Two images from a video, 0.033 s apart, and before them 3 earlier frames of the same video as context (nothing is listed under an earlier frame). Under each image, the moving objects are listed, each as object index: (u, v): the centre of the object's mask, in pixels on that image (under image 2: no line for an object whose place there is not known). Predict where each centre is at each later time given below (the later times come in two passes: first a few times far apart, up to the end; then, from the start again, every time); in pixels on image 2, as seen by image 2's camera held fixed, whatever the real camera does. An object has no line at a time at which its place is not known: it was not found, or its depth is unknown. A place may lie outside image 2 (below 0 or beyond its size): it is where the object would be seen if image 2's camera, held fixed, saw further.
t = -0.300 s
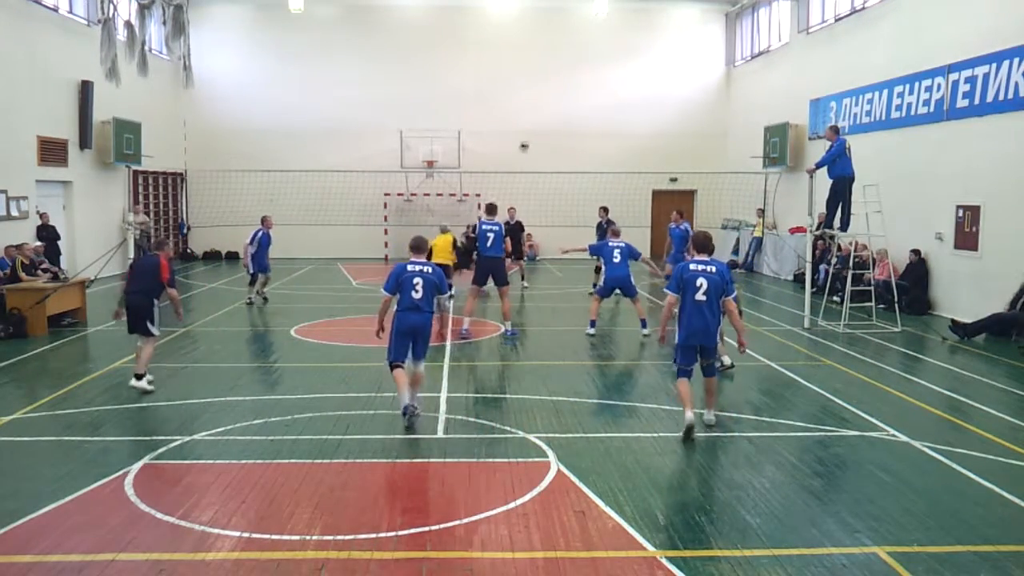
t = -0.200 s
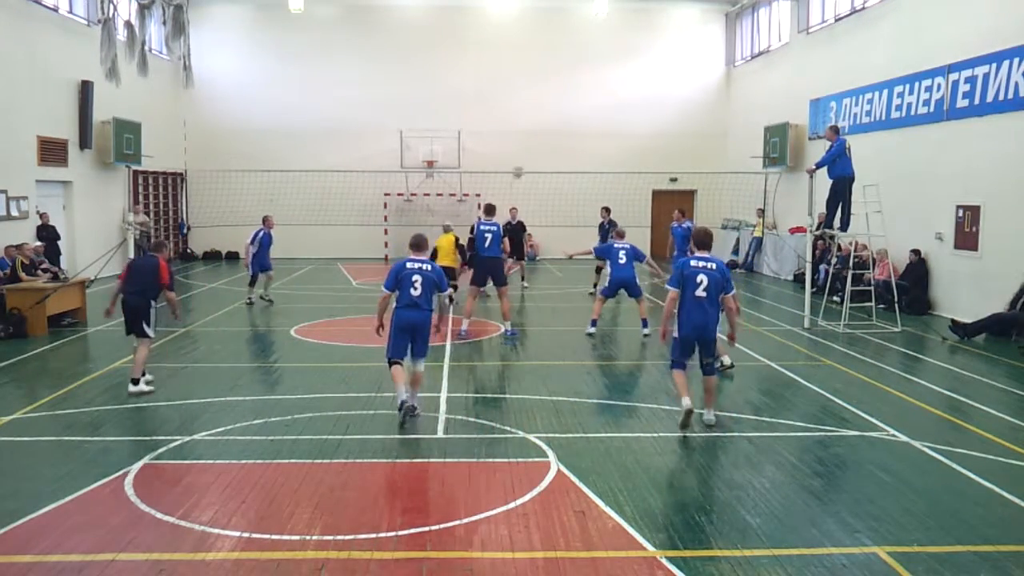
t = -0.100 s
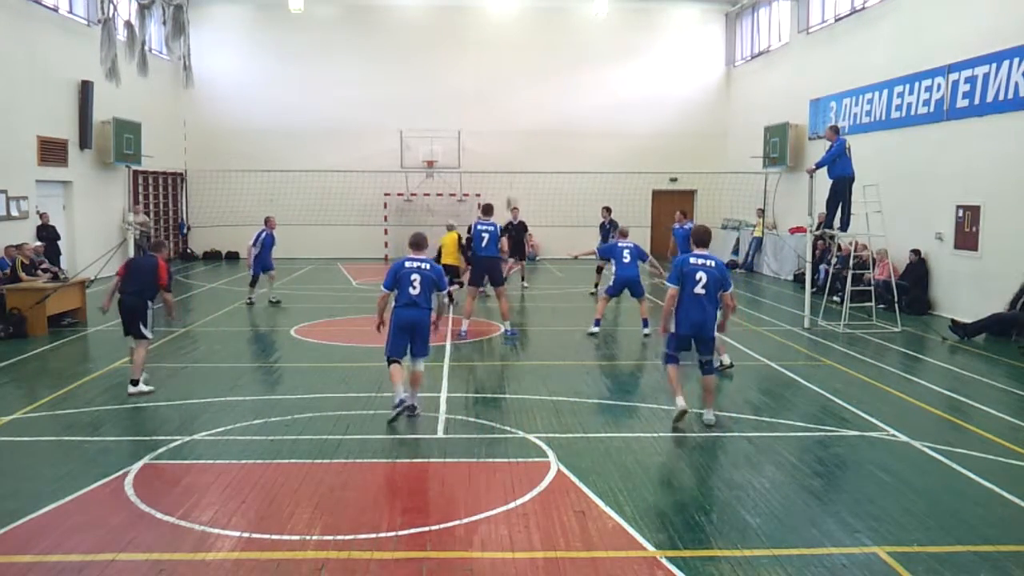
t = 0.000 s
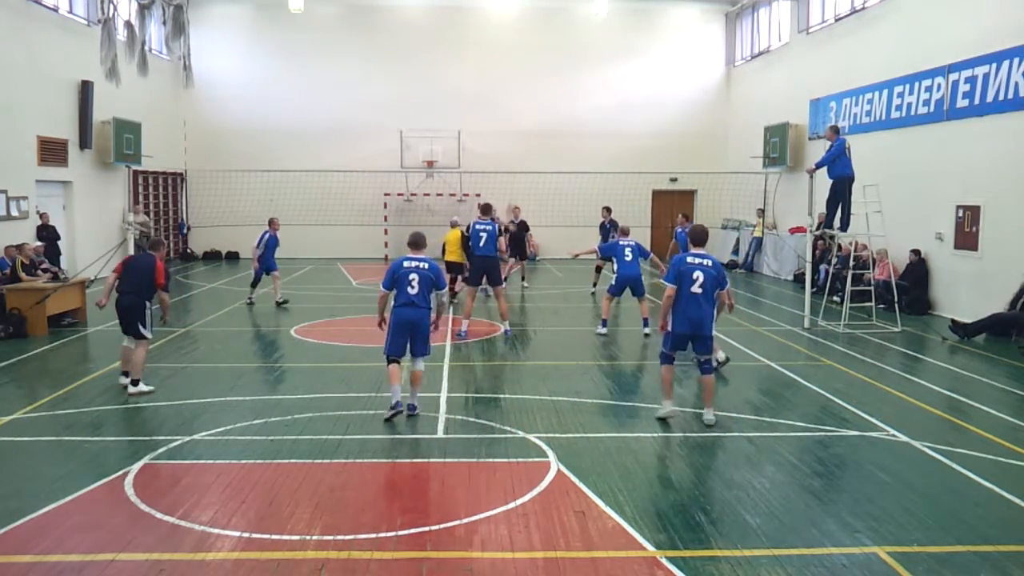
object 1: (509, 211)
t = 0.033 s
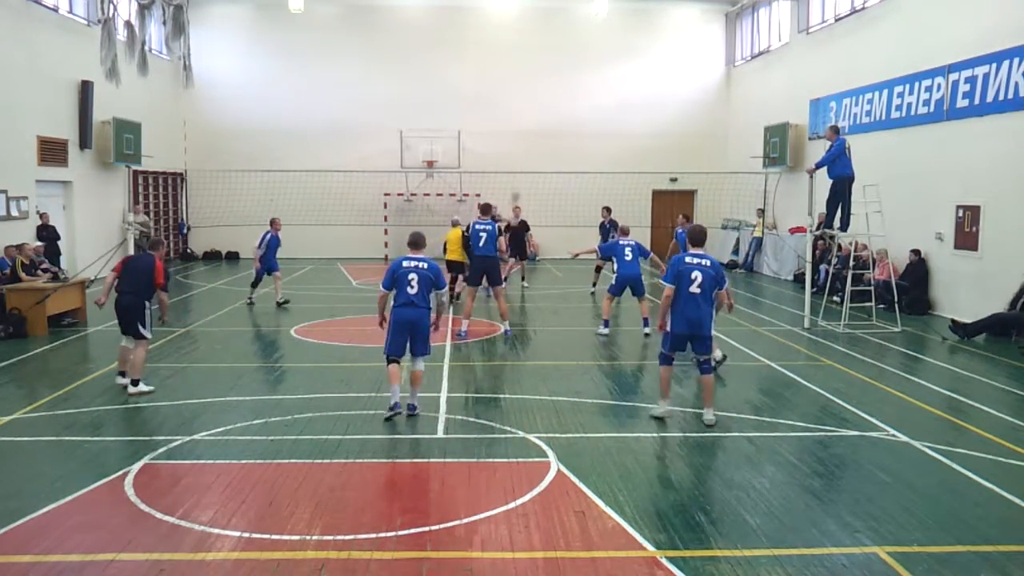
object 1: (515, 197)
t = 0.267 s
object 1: (544, 119)
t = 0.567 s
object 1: (581, 57)
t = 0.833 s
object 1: (613, 42)
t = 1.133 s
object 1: (649, 71)
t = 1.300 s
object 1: (668, 108)
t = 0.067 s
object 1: (519, 185)
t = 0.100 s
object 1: (524, 171)
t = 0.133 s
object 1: (529, 161)
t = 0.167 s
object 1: (532, 150)
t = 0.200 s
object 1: (536, 139)
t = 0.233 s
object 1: (541, 128)
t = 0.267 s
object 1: (544, 119)
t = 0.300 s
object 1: (549, 109)
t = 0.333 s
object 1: (554, 101)
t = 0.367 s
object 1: (557, 92)
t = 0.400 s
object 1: (561, 85)
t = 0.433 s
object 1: (565, 78)
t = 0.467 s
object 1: (569, 72)
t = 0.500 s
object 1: (573, 67)
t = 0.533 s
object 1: (577, 62)
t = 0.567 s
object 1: (581, 57)
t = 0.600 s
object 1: (585, 53)
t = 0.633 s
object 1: (589, 50)
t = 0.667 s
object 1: (593, 47)
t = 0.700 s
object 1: (597, 45)
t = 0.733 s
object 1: (601, 43)
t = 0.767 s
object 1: (605, 42)
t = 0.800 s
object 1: (609, 42)
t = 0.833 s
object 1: (613, 42)
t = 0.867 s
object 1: (617, 43)
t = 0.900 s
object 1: (621, 45)
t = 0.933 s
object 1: (625, 47)
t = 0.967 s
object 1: (629, 50)
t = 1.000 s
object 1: (634, 52)
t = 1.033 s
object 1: (638, 56)
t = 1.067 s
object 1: (642, 60)
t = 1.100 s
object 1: (645, 65)
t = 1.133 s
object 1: (649, 71)
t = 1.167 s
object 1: (653, 77)
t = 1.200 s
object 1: (656, 84)
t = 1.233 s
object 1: (660, 91)
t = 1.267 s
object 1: (664, 99)
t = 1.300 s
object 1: (668, 108)
